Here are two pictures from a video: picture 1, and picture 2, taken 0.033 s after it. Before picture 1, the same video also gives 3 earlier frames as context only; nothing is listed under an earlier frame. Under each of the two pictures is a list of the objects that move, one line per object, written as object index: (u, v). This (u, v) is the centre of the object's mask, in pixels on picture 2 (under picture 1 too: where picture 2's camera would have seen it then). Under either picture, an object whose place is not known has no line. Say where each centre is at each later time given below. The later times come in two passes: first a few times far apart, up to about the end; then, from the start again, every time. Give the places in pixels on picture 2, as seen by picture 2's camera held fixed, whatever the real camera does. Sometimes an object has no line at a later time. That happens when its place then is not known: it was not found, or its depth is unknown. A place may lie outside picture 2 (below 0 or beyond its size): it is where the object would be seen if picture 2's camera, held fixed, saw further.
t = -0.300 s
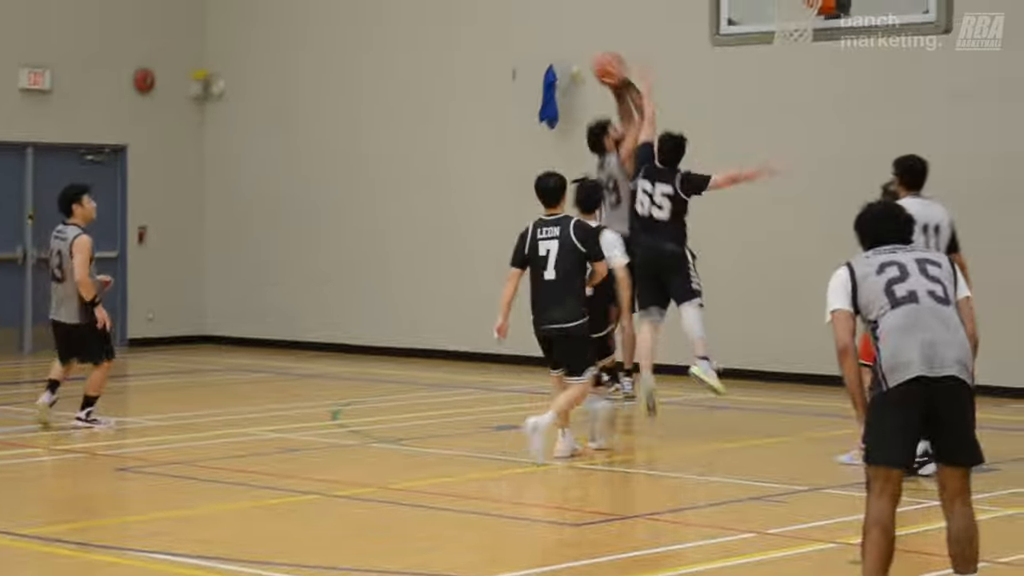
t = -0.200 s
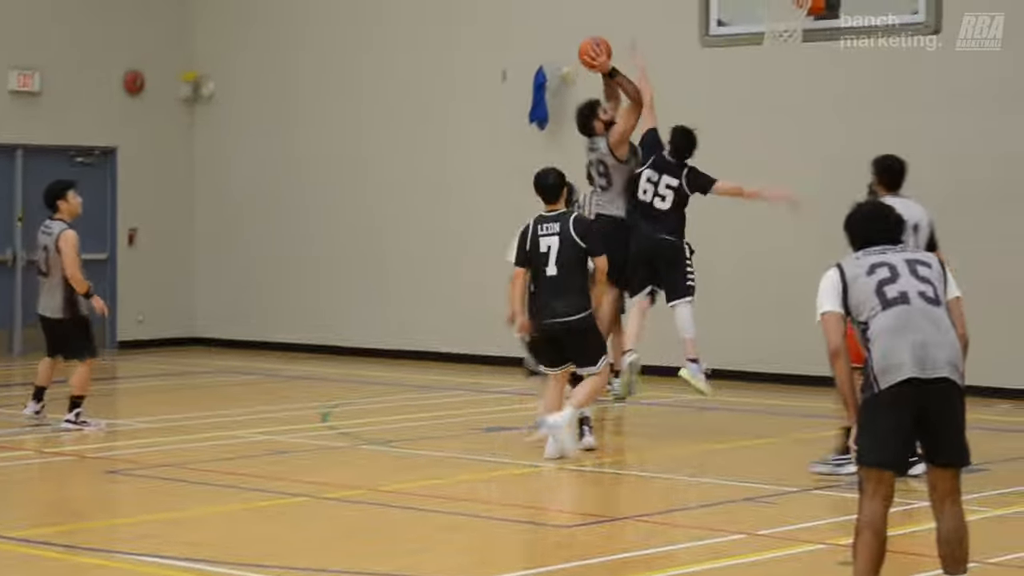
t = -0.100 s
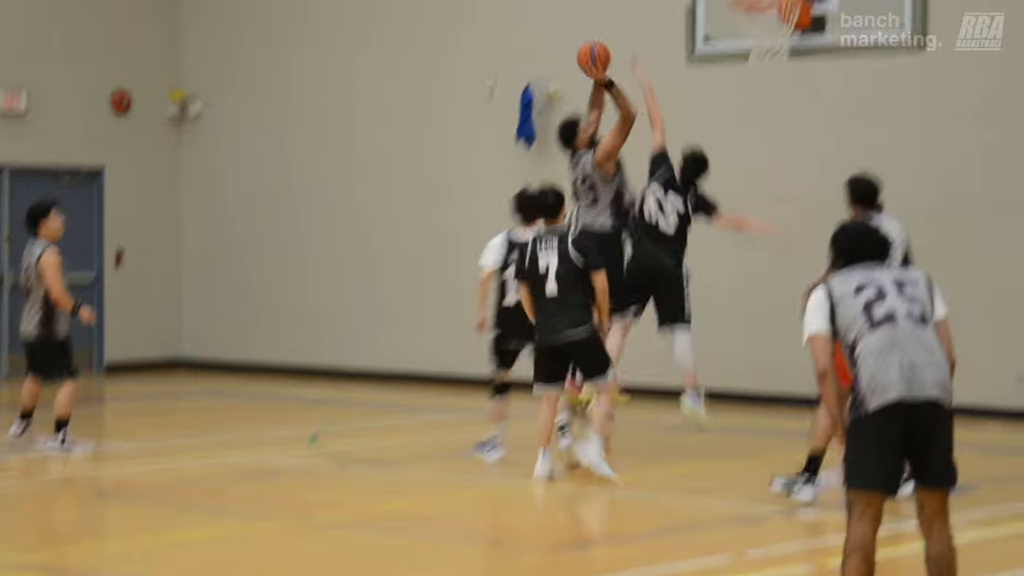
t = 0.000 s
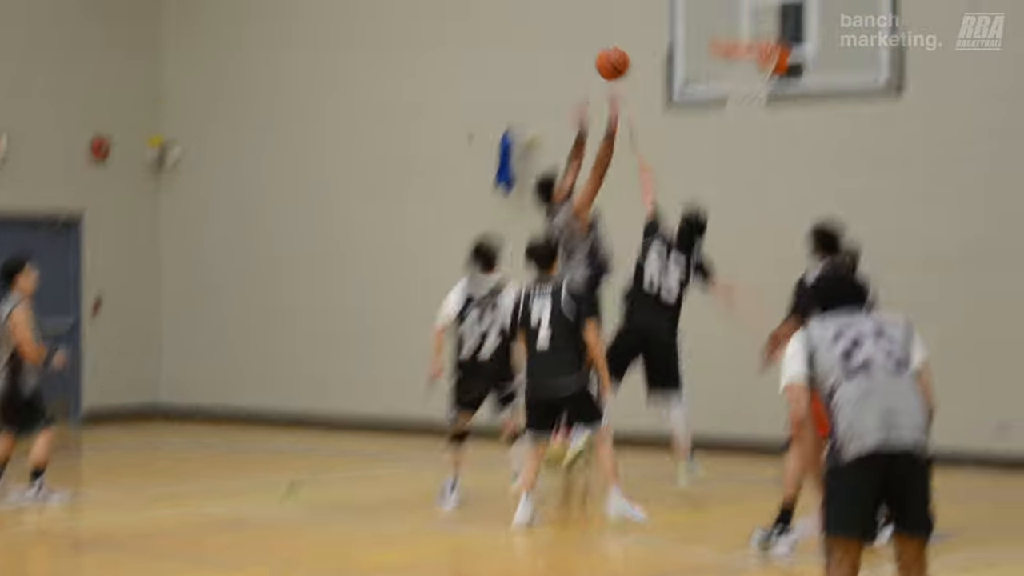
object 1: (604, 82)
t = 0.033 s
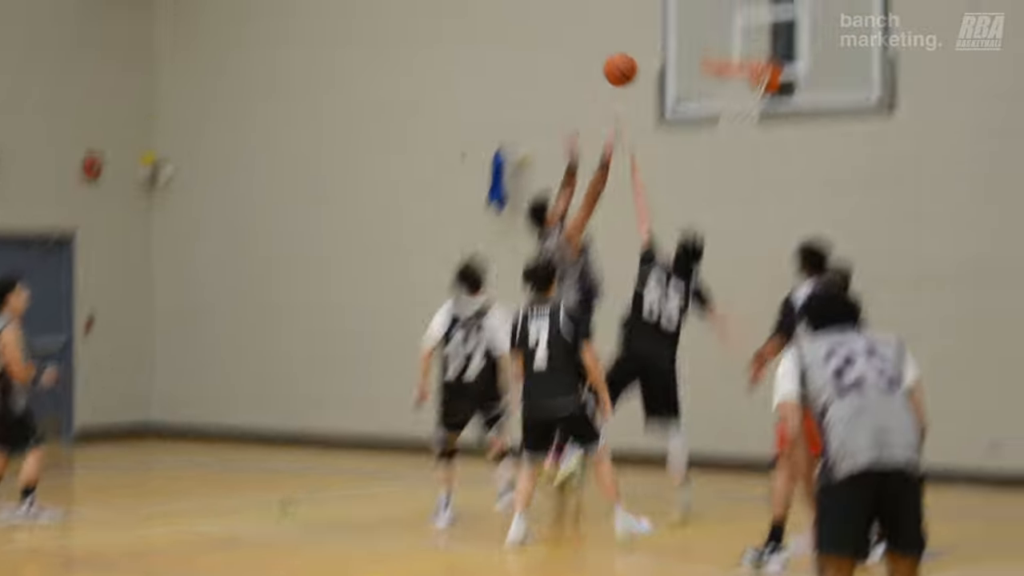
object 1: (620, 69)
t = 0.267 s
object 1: (722, 30)
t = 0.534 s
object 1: (737, 90)
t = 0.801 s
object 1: (729, 124)
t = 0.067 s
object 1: (636, 58)
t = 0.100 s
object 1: (653, 50)
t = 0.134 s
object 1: (668, 42)
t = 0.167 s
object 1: (684, 37)
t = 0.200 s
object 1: (700, 32)
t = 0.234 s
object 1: (715, 30)
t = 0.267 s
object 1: (722, 30)
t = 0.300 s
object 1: (724, 33)
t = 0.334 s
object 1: (726, 37)
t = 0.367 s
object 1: (729, 43)
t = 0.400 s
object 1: (730, 49)
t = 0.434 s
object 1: (732, 53)
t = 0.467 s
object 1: (736, 76)
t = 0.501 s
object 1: (740, 83)
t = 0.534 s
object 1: (737, 90)
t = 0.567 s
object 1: (736, 90)
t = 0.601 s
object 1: (735, 90)
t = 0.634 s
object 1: (737, 83)
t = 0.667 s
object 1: (728, 106)
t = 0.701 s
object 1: (727, 108)
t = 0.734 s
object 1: (727, 112)
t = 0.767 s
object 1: (728, 118)
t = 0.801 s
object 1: (729, 124)
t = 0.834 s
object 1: (730, 132)
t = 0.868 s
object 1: (730, 141)
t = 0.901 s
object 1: (730, 154)
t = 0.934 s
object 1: (730, 169)
